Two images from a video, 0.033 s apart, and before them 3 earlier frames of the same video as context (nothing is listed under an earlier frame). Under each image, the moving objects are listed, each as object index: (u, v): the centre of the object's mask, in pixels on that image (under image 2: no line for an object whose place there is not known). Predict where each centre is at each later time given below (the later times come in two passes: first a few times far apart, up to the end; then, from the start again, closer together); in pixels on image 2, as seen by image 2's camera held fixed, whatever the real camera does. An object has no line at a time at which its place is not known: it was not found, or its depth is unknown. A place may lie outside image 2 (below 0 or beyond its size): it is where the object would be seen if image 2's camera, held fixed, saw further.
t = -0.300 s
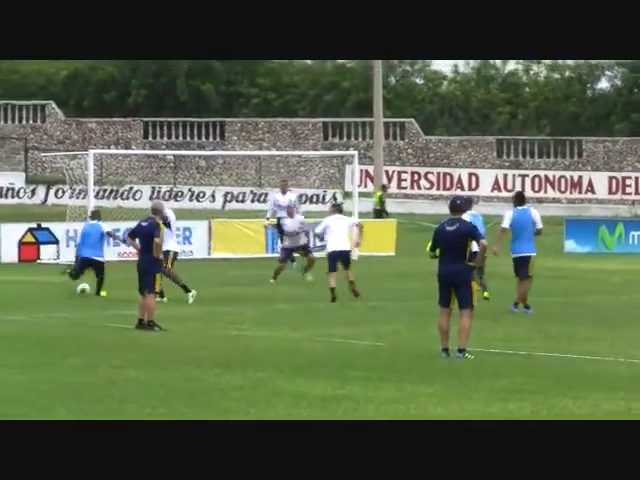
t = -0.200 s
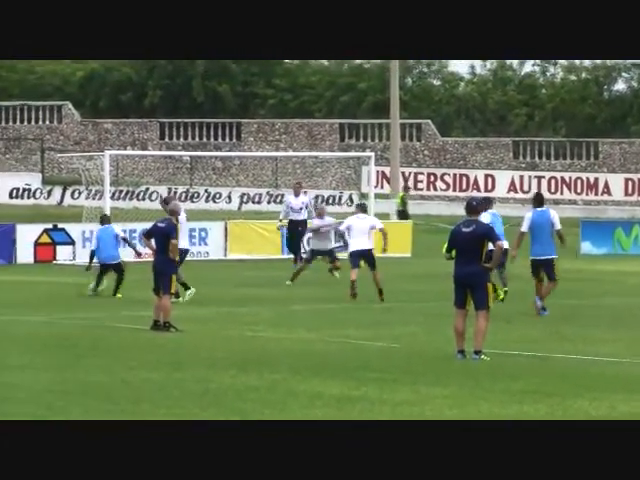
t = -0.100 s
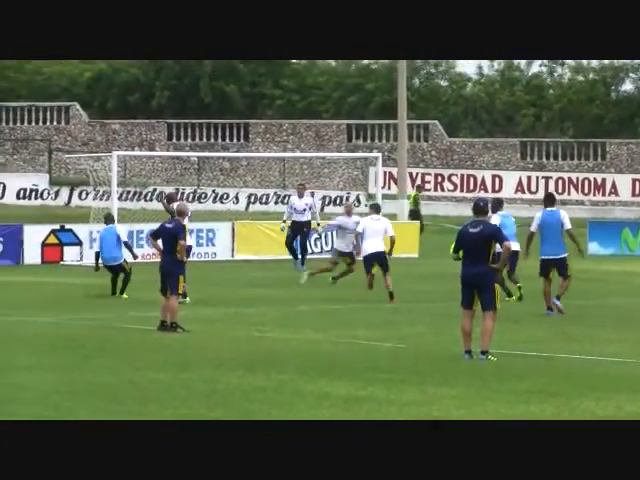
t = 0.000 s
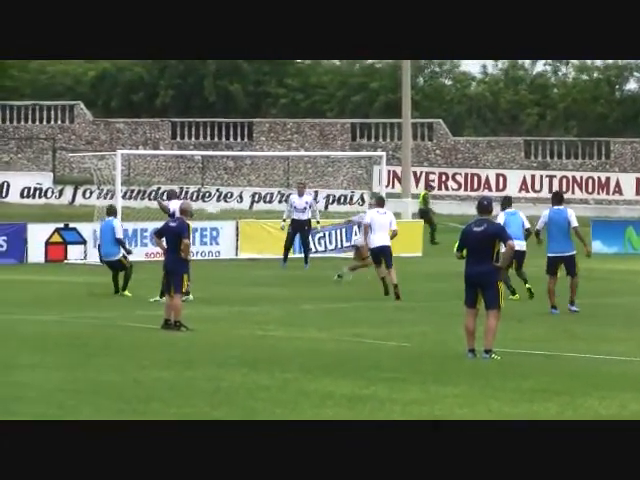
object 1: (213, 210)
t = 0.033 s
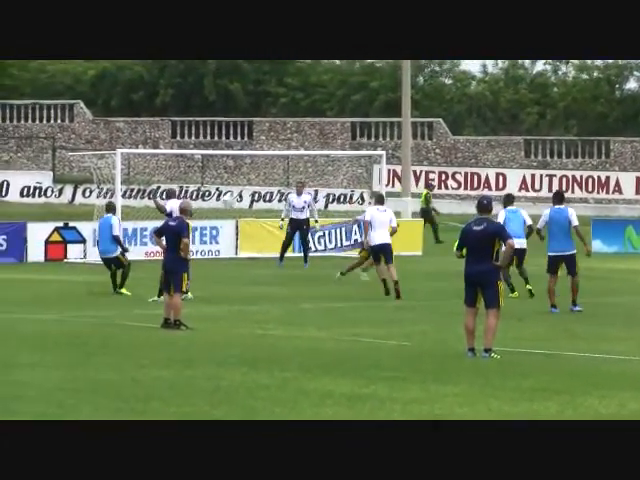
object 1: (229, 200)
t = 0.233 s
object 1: (316, 149)
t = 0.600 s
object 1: (452, 113)
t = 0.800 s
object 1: (515, 117)
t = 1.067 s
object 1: (596, 144)
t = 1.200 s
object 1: (640, 167)
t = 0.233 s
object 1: (316, 149)
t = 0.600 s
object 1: (452, 113)
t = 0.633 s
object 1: (463, 112)
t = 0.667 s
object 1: (474, 112)
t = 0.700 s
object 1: (484, 113)
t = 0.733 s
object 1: (494, 114)
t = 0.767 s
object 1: (505, 115)
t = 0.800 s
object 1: (515, 117)
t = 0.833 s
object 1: (525, 118)
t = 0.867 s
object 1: (536, 121)
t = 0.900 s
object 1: (547, 124)
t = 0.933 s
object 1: (556, 127)
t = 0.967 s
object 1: (566, 130)
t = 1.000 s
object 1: (577, 134)
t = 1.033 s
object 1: (587, 139)
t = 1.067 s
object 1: (596, 144)
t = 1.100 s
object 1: (605, 149)
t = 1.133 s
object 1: (621, 154)
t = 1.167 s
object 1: (631, 161)
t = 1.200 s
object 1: (640, 167)
